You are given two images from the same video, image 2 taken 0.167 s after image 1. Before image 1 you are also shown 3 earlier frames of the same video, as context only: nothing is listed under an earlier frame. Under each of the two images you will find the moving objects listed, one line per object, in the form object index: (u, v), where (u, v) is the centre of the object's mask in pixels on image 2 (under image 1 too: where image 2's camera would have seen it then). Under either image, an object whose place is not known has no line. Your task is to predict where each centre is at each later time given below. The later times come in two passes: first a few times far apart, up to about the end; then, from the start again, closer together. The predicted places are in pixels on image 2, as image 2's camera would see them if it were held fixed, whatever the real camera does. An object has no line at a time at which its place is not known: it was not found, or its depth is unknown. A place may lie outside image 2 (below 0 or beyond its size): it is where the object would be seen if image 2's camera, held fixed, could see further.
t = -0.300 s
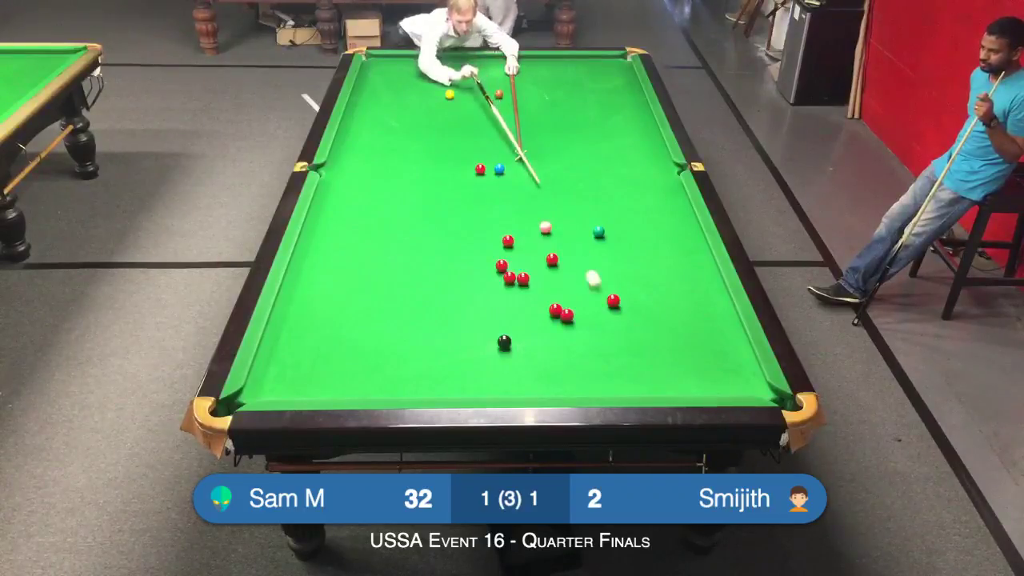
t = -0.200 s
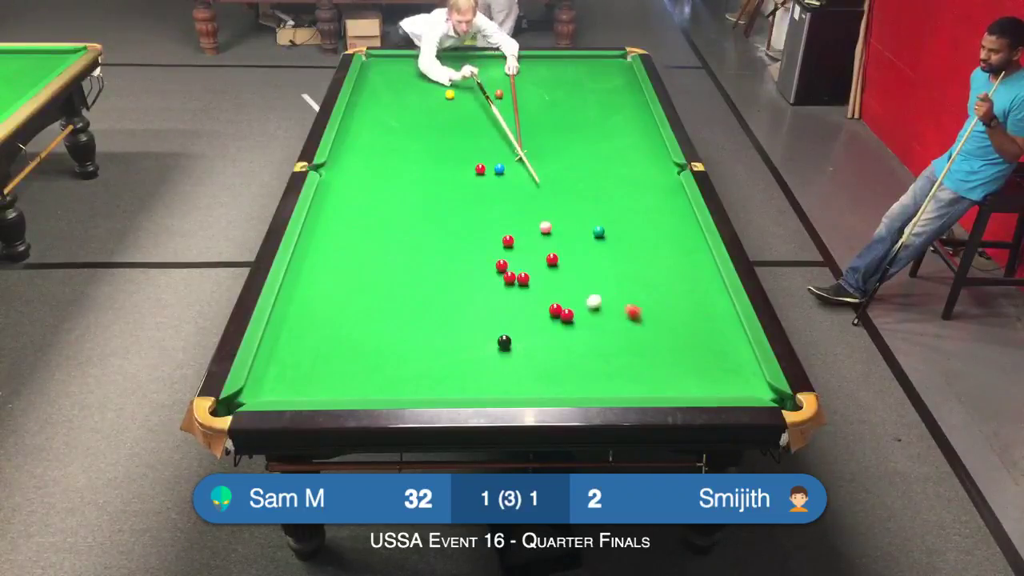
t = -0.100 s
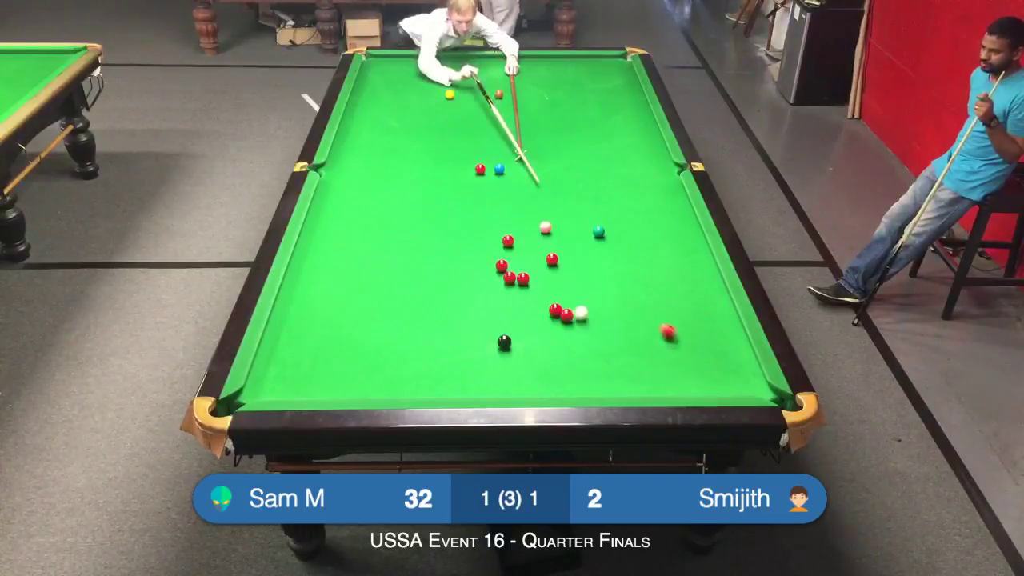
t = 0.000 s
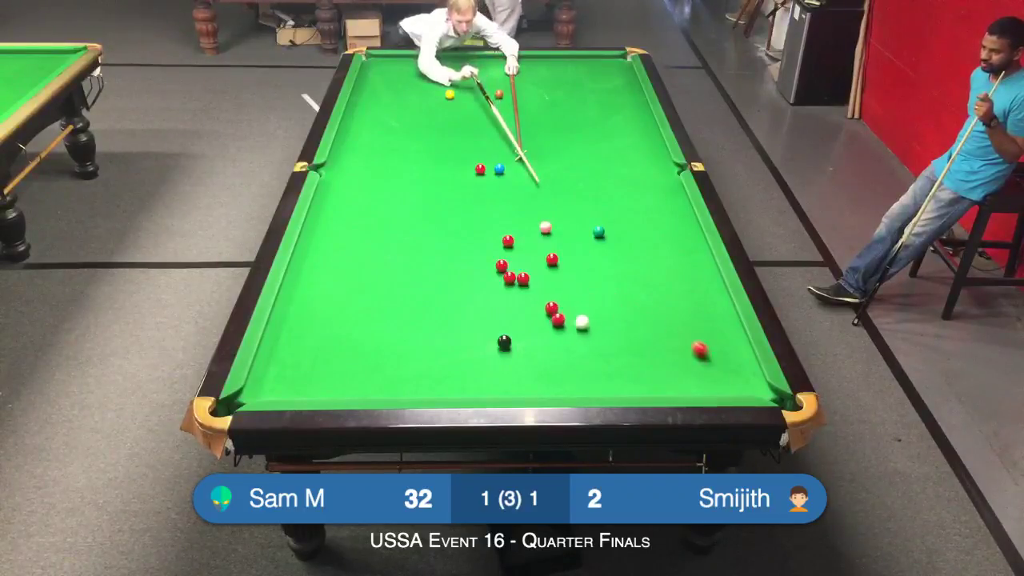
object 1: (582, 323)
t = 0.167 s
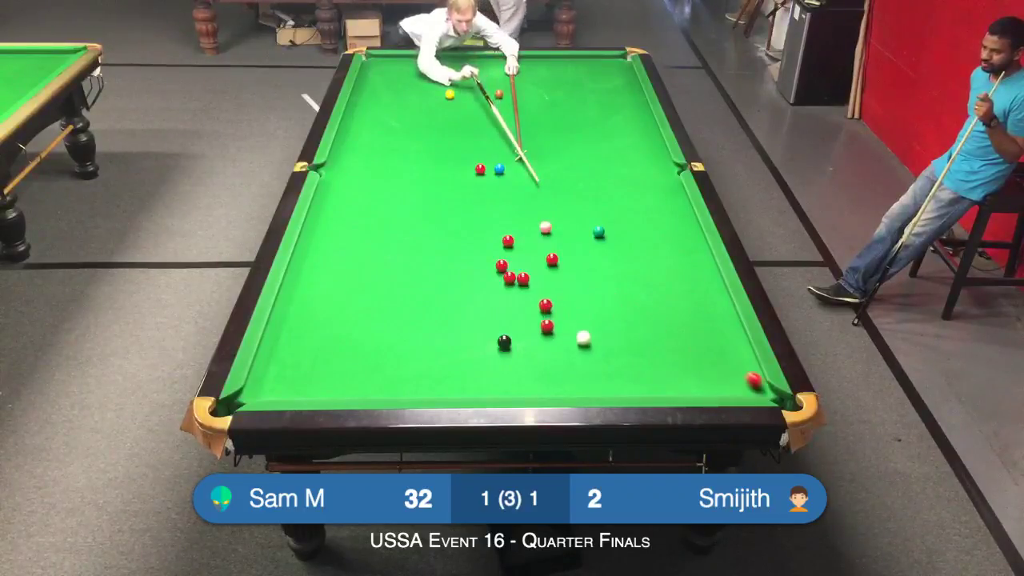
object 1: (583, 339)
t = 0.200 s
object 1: (584, 342)
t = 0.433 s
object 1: (586, 365)
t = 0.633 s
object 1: (588, 385)
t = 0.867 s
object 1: (587, 383)
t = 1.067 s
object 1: (584, 368)
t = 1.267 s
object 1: (582, 356)
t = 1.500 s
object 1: (579, 342)
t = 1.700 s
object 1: (577, 332)
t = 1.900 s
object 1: (576, 323)
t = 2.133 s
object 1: (574, 313)
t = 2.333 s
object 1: (573, 305)
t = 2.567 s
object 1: (571, 298)
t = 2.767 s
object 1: (570, 292)
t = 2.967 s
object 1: (569, 287)
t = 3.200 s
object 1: (568, 282)
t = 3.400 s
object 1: (568, 279)
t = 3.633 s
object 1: (567, 275)
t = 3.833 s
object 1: (566, 273)
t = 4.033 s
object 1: (566, 271)
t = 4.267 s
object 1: (565, 270)
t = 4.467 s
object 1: (565, 269)
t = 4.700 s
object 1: (565, 269)
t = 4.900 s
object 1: (565, 269)
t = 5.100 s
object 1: (565, 269)
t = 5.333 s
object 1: (565, 269)
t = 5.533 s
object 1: (565, 269)
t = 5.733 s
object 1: (565, 269)
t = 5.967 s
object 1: (565, 269)
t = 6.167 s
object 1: (565, 270)
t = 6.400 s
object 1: (565, 270)
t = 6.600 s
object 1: (565, 270)
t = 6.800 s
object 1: (565, 270)
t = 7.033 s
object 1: (565, 270)
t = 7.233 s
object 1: (565, 270)
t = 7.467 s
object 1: (565, 270)
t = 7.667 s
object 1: (565, 270)
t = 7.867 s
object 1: (565, 270)
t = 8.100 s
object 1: (565, 270)
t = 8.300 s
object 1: (565, 270)
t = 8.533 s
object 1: (565, 270)
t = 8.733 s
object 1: (565, 270)
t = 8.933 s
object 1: (565, 270)
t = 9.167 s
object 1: (565, 269)
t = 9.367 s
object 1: (565, 269)
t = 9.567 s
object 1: (565, 269)
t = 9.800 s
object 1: (565, 269)
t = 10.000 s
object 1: (565, 269)
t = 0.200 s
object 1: (584, 342)
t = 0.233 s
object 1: (584, 345)
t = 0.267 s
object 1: (584, 348)
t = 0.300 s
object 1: (584, 352)
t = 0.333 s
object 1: (585, 355)
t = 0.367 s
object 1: (585, 358)
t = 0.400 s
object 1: (585, 361)
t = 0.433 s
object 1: (586, 365)
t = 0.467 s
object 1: (586, 368)
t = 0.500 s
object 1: (586, 371)
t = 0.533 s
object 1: (587, 375)
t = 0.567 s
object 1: (587, 378)
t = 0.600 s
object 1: (587, 382)
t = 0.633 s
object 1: (588, 385)
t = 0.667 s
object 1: (588, 387)
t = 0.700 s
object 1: (588, 390)
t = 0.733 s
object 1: (588, 391)
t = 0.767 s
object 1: (588, 389)
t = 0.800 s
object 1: (587, 387)
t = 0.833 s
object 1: (587, 385)
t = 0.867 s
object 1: (587, 383)
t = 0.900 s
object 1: (586, 380)
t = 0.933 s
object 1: (586, 378)
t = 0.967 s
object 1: (586, 375)
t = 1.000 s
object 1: (585, 373)
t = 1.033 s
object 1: (585, 371)
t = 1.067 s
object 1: (584, 368)
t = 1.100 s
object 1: (584, 366)
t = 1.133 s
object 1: (584, 364)
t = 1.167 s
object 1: (583, 362)
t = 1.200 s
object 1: (583, 360)
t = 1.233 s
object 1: (582, 358)
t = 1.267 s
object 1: (582, 356)
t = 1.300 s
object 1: (581, 354)
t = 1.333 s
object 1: (581, 352)
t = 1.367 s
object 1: (581, 350)
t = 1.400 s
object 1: (580, 348)
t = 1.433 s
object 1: (580, 346)
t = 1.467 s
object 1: (580, 344)
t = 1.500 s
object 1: (579, 342)
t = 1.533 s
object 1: (579, 341)
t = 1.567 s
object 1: (579, 339)
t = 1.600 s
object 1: (578, 337)
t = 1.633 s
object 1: (578, 335)
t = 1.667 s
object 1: (578, 334)
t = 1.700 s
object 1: (577, 332)
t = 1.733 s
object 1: (577, 331)
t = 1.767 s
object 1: (577, 329)
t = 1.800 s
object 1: (577, 327)
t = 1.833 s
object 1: (577, 326)
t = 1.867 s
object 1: (576, 324)
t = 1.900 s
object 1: (576, 323)
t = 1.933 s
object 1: (576, 321)
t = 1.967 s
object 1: (575, 319)
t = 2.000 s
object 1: (575, 318)
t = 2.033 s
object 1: (575, 317)
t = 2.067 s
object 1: (575, 315)
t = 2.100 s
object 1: (574, 314)
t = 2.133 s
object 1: (574, 313)
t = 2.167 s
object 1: (574, 311)
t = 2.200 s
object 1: (574, 310)
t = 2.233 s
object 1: (573, 309)
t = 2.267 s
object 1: (573, 308)
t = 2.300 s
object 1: (573, 306)
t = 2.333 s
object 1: (573, 305)
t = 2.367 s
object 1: (572, 304)
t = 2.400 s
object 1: (572, 303)
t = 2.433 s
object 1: (572, 302)
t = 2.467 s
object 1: (572, 301)
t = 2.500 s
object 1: (571, 300)
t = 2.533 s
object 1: (571, 299)
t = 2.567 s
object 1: (571, 298)
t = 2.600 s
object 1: (571, 297)
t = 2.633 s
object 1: (570, 296)
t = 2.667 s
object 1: (570, 295)
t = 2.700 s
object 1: (570, 294)
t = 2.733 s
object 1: (570, 293)
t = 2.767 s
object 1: (570, 292)
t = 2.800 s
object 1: (569, 291)
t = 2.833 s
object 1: (569, 290)
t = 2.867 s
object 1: (569, 289)
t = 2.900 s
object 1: (569, 289)
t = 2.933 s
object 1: (569, 288)
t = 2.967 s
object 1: (569, 287)
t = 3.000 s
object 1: (569, 286)
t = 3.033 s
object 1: (569, 285)
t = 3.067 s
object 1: (568, 285)
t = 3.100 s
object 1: (569, 284)
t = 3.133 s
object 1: (568, 283)
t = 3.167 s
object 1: (568, 283)
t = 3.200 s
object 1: (568, 282)
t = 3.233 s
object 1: (568, 281)
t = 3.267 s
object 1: (568, 281)
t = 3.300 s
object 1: (568, 280)
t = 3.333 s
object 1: (568, 280)
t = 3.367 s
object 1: (568, 279)
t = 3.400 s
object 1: (568, 279)
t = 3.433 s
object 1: (567, 278)
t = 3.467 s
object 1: (567, 277)
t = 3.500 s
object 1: (567, 277)
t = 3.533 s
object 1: (567, 276)
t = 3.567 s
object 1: (567, 276)
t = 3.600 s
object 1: (567, 276)
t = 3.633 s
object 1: (567, 275)
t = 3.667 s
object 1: (567, 275)
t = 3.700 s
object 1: (567, 274)
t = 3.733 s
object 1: (567, 274)
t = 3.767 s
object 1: (566, 273)
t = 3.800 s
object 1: (566, 273)
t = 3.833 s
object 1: (566, 273)
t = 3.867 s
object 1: (566, 273)
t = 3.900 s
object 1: (566, 272)
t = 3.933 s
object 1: (566, 272)
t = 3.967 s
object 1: (566, 272)
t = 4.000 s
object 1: (566, 271)
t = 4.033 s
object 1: (566, 271)
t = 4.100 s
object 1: (566, 271)
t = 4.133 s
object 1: (565, 270)
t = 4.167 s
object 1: (565, 270)
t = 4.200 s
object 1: (565, 270)
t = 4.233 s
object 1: (565, 270)
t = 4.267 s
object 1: (565, 270)
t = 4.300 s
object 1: (565, 269)
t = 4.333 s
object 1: (565, 269)
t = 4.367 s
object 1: (565, 269)
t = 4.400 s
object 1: (565, 269)
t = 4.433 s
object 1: (565, 269)
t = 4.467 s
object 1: (565, 269)
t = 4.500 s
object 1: (565, 269)
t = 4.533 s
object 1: (565, 269)
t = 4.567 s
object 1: (565, 269)
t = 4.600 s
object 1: (565, 269)
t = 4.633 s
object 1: (565, 269)
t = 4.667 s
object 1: (565, 269)
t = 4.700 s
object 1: (565, 269)
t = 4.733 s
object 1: (565, 269)
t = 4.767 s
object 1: (565, 269)
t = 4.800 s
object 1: (565, 269)
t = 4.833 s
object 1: (565, 269)
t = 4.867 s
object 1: (565, 269)
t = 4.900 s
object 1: (565, 269)
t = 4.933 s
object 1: (565, 269)
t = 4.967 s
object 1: (565, 269)
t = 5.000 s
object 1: (565, 269)
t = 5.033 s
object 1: (565, 269)
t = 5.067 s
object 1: (565, 269)
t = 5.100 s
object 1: (565, 269)
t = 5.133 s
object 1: (565, 269)
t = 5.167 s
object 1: (565, 269)
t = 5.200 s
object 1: (565, 269)
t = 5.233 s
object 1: (565, 269)
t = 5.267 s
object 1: (565, 269)
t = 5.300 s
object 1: (565, 269)
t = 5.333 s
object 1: (565, 269)
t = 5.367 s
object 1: (565, 269)
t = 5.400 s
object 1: (565, 269)
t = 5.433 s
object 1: (565, 269)
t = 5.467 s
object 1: (565, 269)
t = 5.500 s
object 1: (565, 269)
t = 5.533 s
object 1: (565, 269)
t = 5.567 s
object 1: (565, 269)
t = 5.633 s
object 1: (565, 269)
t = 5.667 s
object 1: (565, 269)
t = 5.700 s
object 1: (565, 269)
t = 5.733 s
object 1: (565, 269)
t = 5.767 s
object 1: (565, 269)
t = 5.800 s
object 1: (565, 269)
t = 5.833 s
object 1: (565, 269)
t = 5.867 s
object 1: (565, 270)
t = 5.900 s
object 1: (565, 270)
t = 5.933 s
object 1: (565, 269)
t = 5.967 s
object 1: (565, 269)
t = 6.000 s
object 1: (565, 269)
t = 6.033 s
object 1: (565, 270)
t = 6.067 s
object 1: (565, 270)
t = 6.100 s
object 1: (565, 270)
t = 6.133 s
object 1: (565, 270)
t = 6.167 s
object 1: (565, 270)
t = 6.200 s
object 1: (565, 269)
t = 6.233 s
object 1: (565, 269)
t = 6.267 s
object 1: (565, 270)
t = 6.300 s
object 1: (565, 270)
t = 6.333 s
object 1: (565, 270)
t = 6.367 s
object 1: (565, 270)
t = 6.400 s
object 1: (565, 270)
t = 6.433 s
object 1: (565, 270)
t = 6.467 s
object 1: (565, 270)
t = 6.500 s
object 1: (565, 270)
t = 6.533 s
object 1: (565, 270)
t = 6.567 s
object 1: (565, 270)
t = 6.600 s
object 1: (565, 270)
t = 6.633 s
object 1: (565, 270)
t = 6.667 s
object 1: (565, 270)
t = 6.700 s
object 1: (565, 270)
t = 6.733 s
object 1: (565, 270)
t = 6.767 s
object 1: (565, 270)
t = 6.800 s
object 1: (565, 270)
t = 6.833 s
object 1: (565, 270)
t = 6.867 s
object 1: (565, 270)
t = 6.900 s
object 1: (565, 270)
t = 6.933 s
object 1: (565, 270)
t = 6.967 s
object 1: (565, 270)
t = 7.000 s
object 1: (565, 270)
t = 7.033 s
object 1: (565, 270)
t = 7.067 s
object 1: (565, 270)
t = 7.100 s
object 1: (565, 270)
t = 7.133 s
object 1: (565, 270)
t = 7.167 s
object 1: (565, 270)
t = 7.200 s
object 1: (565, 270)
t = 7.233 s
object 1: (565, 270)
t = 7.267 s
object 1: (565, 270)
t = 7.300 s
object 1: (565, 270)
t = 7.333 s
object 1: (565, 270)
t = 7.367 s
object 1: (565, 270)
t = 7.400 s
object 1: (565, 270)
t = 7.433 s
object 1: (565, 270)
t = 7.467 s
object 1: (565, 270)
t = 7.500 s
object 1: (565, 270)
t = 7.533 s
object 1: (565, 270)
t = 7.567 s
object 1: (565, 270)
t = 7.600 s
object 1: (565, 270)
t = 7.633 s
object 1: (565, 270)
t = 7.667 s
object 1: (565, 270)
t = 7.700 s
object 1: (565, 270)
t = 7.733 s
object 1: (565, 270)
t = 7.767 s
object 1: (565, 270)
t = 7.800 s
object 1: (565, 270)
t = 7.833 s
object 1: (565, 270)
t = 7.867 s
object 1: (565, 270)
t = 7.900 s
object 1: (565, 270)
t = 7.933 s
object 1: (565, 270)
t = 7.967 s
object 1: (565, 270)
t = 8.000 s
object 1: (565, 270)
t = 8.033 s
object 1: (565, 270)
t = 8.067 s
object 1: (565, 270)
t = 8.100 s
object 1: (565, 270)
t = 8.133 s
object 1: (565, 270)
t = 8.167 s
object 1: (565, 270)
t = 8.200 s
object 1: (565, 270)
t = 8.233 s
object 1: (565, 270)
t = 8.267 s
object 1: (565, 270)
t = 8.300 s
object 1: (565, 270)
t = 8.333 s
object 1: (565, 270)
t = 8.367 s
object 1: (565, 270)
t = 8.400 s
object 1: (565, 270)
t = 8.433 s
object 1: (565, 270)
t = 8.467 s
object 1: (565, 270)
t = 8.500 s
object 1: (565, 270)
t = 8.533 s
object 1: (565, 270)
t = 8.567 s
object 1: (565, 270)
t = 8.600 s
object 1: (565, 270)
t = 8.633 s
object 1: (565, 270)
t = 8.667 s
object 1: (565, 270)
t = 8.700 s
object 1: (565, 270)
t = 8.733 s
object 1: (565, 270)
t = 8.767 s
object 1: (565, 270)
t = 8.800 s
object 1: (565, 270)
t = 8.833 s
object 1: (565, 270)
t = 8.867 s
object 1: (565, 270)
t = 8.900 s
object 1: (565, 270)
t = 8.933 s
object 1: (565, 270)
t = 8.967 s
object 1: (565, 270)
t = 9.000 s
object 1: (565, 270)
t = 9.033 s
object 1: (565, 270)
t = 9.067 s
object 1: (565, 270)
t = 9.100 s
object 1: (565, 269)
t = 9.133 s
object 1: (565, 269)
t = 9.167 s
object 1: (565, 269)
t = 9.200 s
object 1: (565, 269)
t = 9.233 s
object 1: (565, 269)
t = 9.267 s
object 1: (565, 269)
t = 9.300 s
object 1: (565, 269)
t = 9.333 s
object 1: (565, 269)
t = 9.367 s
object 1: (565, 269)
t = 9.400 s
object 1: (565, 270)
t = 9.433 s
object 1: (565, 270)
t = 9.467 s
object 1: (565, 270)
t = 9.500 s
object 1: (565, 269)
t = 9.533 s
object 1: (565, 269)
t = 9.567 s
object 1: (565, 269)
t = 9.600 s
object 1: (565, 269)
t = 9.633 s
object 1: (565, 269)
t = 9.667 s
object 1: (565, 270)
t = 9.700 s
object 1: (565, 269)
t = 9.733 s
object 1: (565, 270)
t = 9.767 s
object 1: (565, 269)
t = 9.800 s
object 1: (565, 269)
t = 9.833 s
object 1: (565, 269)
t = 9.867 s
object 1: (565, 269)
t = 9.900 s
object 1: (565, 269)
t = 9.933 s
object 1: (565, 269)
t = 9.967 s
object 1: (565, 269)
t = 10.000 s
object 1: (565, 269)
